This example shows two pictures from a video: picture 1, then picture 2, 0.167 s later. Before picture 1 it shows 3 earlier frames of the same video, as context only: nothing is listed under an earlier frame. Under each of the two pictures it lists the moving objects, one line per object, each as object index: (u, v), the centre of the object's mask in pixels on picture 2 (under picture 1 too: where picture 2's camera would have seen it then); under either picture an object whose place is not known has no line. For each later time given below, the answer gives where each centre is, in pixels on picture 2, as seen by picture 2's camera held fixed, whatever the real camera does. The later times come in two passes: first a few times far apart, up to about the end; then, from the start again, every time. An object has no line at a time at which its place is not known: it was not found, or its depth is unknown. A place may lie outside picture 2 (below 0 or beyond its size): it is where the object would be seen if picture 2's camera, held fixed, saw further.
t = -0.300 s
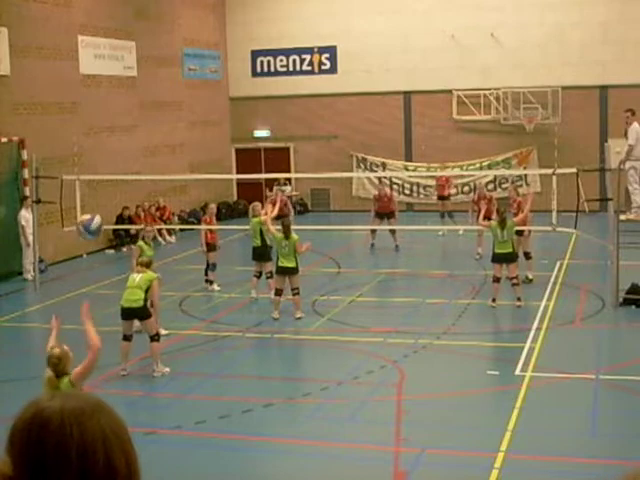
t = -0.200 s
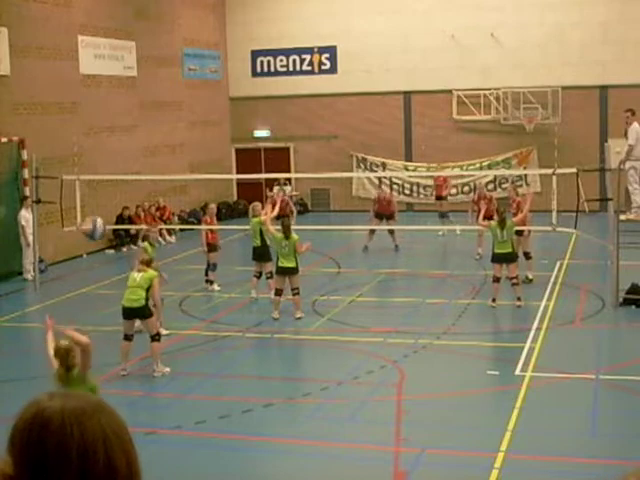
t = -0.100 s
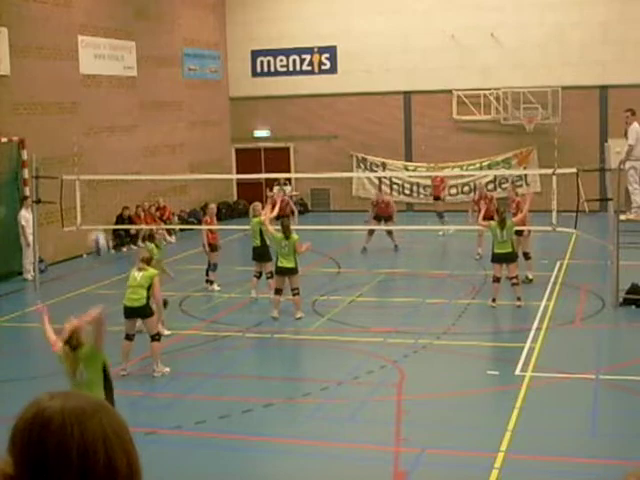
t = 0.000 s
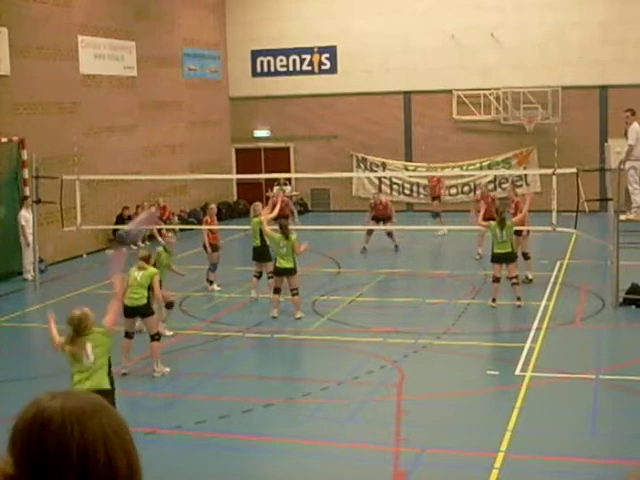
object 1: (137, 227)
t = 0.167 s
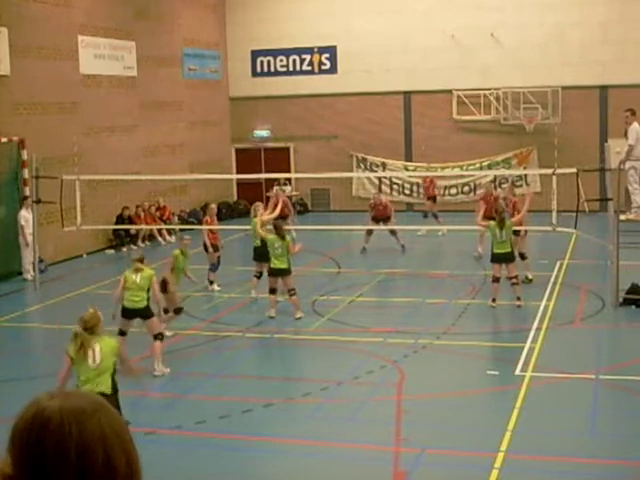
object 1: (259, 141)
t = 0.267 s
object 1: (310, 108)
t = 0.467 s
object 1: (373, 93)
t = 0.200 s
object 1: (279, 122)
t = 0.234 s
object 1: (295, 116)
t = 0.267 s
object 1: (310, 108)
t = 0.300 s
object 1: (323, 102)
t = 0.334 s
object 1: (334, 99)
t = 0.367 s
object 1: (346, 97)
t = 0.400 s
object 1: (357, 94)
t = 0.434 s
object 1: (363, 94)
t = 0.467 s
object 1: (373, 93)
